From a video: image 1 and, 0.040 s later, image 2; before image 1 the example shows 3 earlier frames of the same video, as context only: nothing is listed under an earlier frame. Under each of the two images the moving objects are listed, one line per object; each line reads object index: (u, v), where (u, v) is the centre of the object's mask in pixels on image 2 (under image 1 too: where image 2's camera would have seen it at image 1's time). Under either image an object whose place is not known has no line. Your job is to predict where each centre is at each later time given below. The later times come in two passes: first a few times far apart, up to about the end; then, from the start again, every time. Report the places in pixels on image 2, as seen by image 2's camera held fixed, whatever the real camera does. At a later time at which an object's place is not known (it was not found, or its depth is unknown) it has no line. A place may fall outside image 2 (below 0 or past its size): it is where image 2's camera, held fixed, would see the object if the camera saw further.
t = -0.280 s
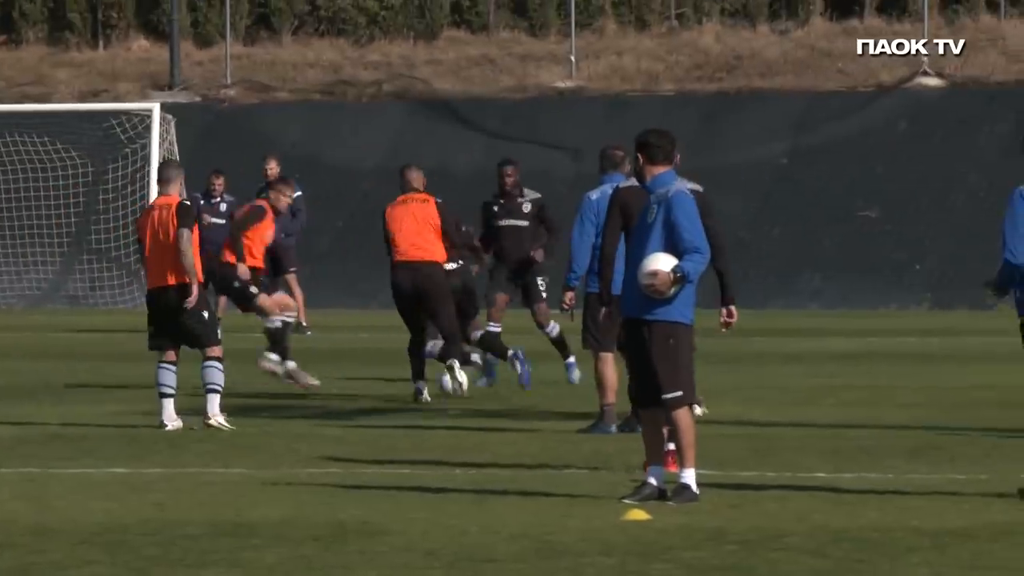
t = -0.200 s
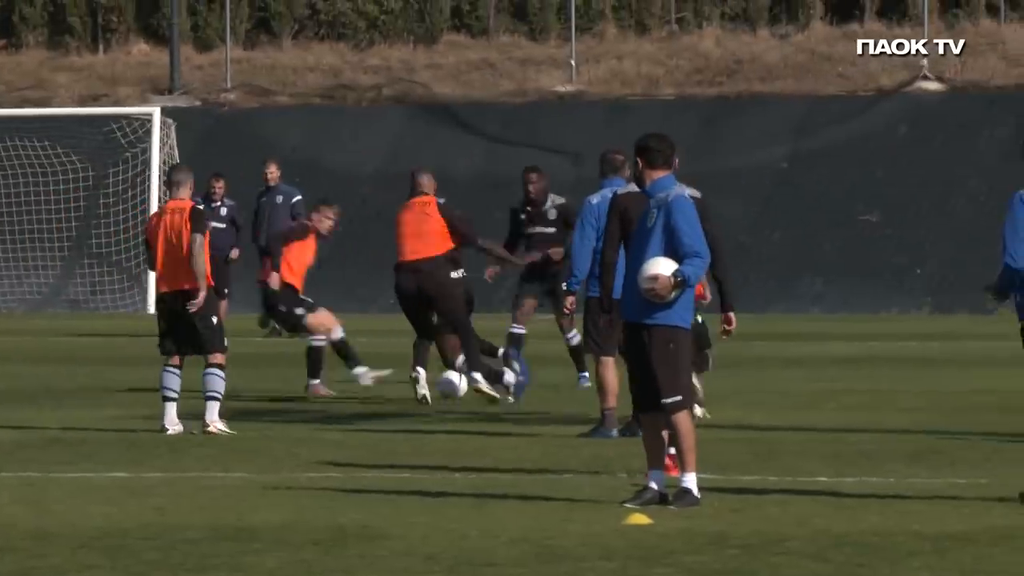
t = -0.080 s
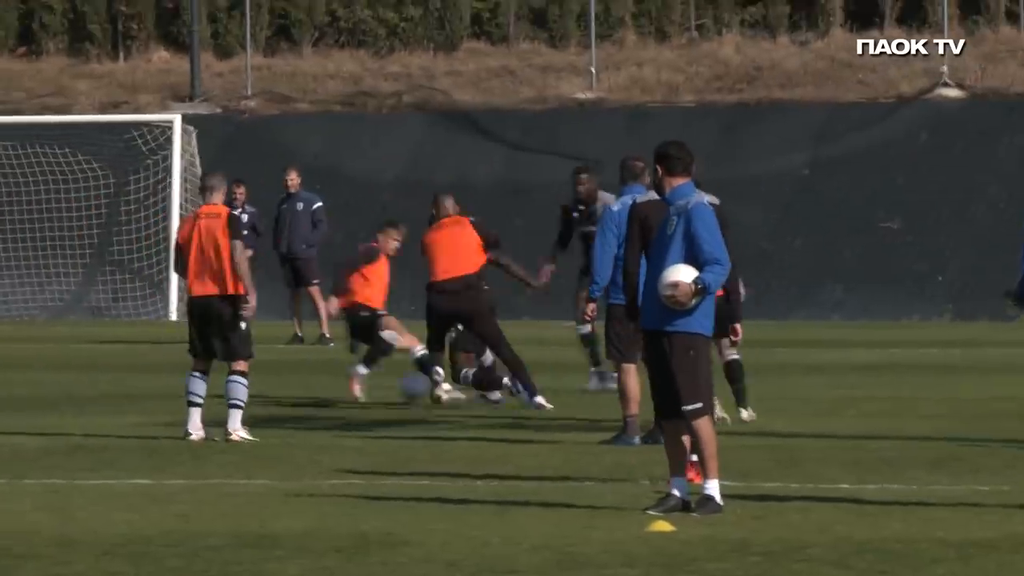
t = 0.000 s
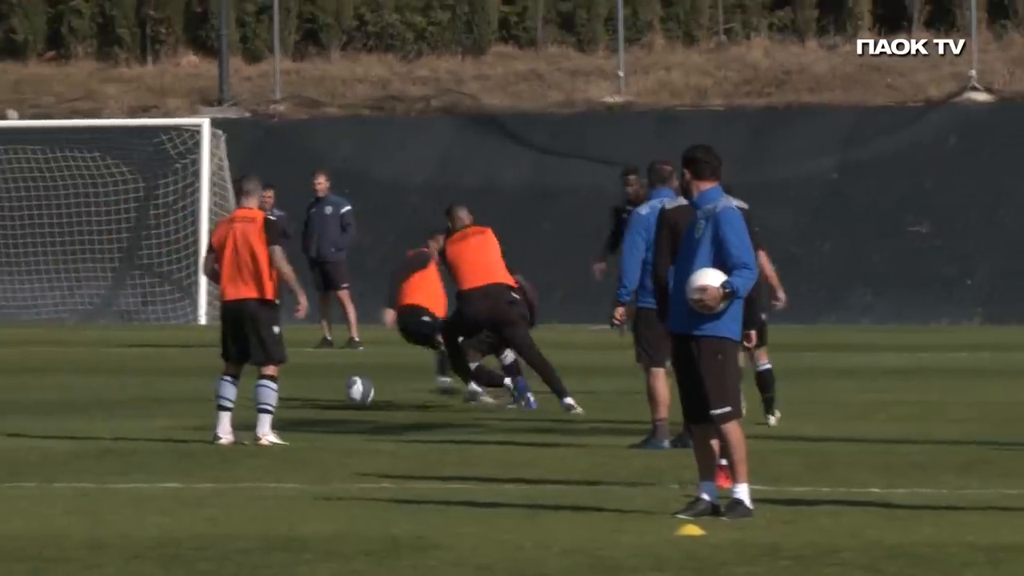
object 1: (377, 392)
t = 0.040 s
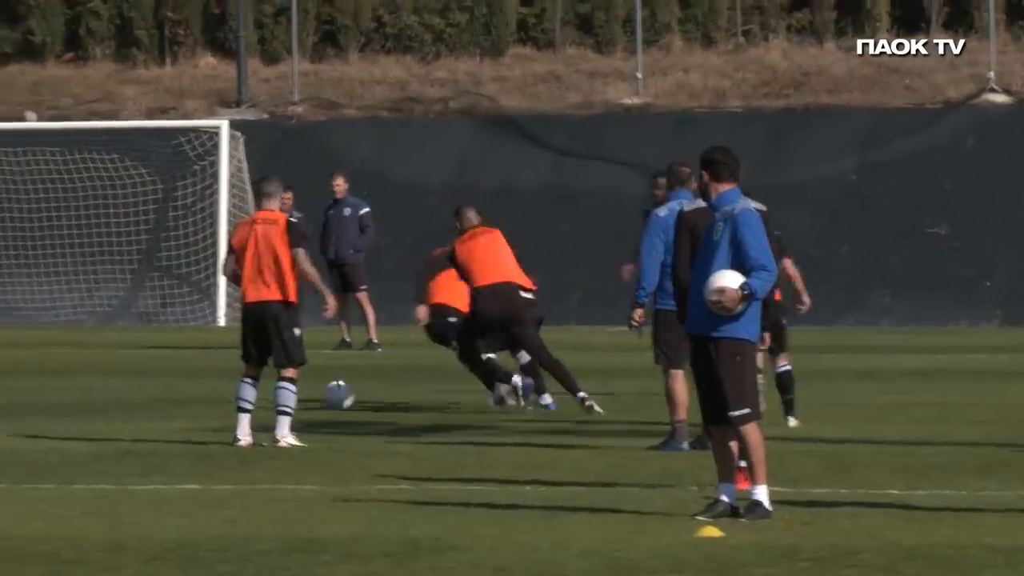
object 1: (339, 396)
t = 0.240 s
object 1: (164, 393)
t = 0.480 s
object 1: (-4, 391)
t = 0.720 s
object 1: (-130, 392)
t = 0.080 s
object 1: (306, 393)
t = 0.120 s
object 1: (264, 391)
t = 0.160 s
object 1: (229, 388)
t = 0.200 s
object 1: (198, 390)
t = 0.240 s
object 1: (164, 393)
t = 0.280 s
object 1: (133, 392)
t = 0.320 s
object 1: (104, 390)
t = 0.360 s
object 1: (75, 389)
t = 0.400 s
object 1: (47, 391)
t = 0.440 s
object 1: (19, 394)
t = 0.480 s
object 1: (-4, 391)
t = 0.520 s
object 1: (-27, 389)
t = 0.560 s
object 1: (-51, 389)
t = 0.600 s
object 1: (-73, 392)
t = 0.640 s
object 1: (-95, 394)
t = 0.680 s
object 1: (-112, 392)
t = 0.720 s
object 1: (-130, 392)
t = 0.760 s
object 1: (-145, 393)
